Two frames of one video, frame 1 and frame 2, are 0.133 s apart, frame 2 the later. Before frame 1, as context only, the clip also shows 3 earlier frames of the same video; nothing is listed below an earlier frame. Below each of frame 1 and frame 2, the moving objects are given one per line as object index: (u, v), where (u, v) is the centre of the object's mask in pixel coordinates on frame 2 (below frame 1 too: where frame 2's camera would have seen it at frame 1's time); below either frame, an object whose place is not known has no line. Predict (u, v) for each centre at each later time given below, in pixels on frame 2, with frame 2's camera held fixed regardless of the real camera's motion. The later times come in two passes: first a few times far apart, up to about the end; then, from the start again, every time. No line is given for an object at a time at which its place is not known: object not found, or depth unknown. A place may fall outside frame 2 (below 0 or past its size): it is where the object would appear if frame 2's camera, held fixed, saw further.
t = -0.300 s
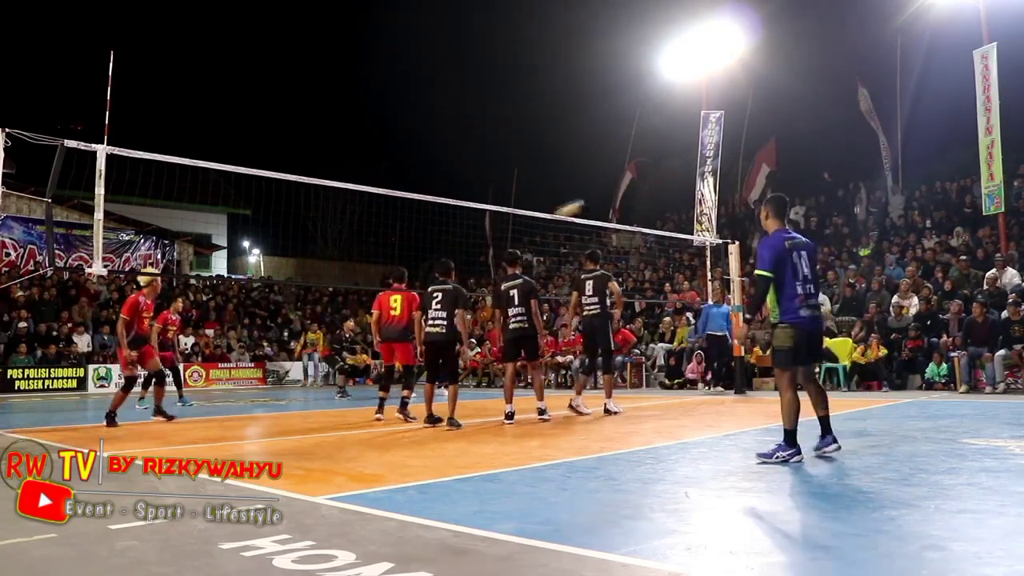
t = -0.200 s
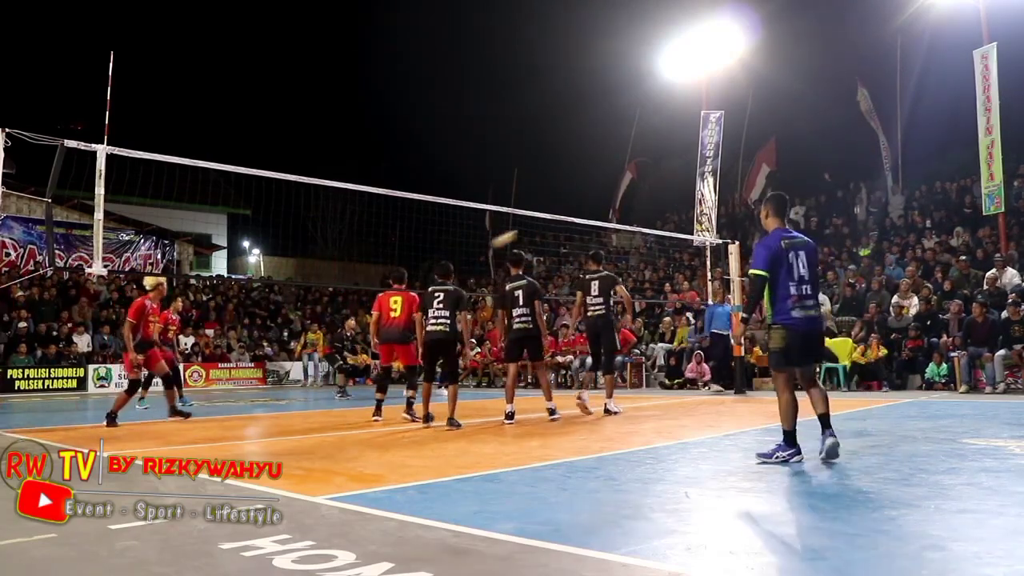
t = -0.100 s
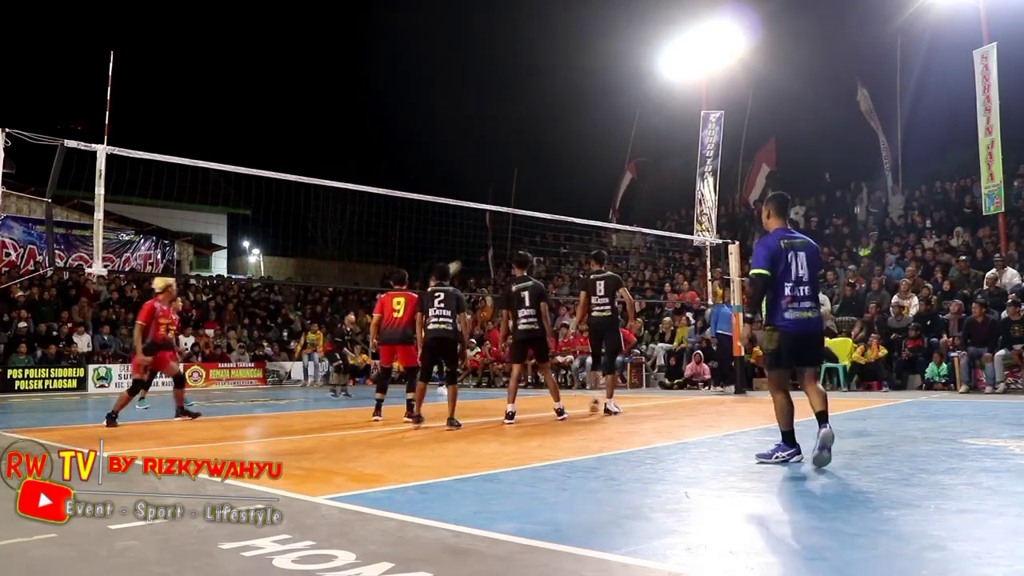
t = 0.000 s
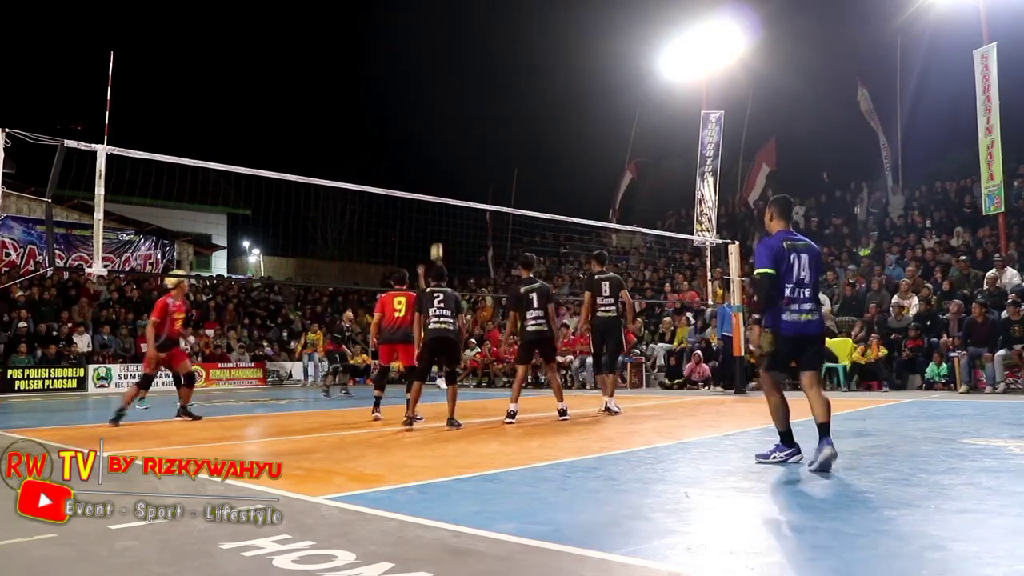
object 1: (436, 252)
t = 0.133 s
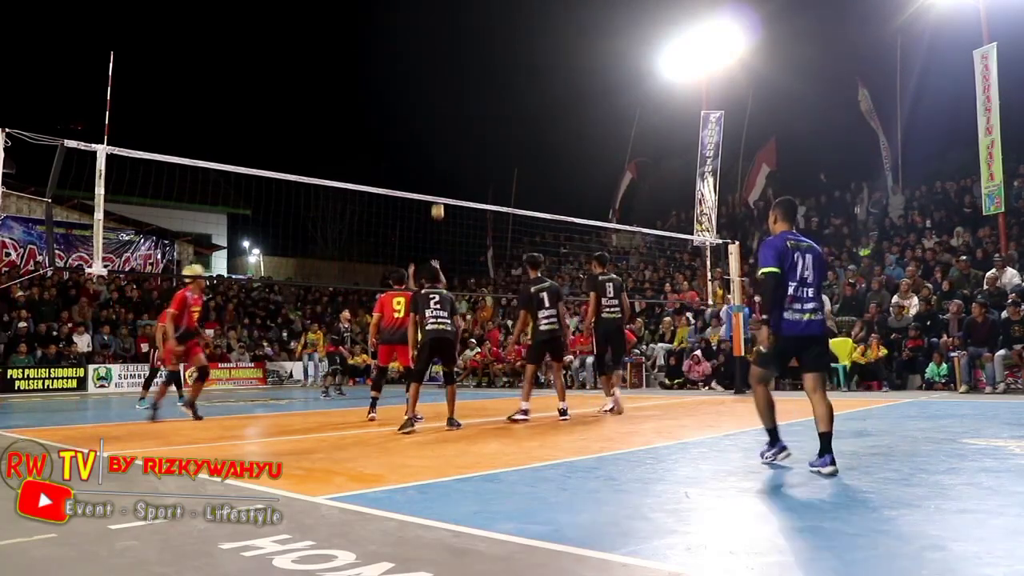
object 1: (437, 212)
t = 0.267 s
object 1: (439, 178)
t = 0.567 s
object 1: (442, 140)
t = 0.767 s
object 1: (444, 144)
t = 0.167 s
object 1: (438, 204)
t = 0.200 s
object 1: (438, 192)
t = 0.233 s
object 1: (439, 186)
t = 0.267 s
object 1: (439, 178)
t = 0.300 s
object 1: (439, 172)
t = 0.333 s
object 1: (439, 166)
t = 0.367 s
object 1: (440, 160)
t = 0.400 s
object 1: (440, 155)
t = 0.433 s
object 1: (440, 150)
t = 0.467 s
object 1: (441, 147)
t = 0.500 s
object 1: (441, 144)
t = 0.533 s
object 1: (442, 142)
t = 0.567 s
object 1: (442, 140)
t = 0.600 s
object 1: (442, 139)
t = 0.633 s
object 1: (443, 138)
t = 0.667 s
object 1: (443, 139)
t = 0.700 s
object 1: (443, 140)
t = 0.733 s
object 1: (444, 141)
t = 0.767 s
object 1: (444, 144)
